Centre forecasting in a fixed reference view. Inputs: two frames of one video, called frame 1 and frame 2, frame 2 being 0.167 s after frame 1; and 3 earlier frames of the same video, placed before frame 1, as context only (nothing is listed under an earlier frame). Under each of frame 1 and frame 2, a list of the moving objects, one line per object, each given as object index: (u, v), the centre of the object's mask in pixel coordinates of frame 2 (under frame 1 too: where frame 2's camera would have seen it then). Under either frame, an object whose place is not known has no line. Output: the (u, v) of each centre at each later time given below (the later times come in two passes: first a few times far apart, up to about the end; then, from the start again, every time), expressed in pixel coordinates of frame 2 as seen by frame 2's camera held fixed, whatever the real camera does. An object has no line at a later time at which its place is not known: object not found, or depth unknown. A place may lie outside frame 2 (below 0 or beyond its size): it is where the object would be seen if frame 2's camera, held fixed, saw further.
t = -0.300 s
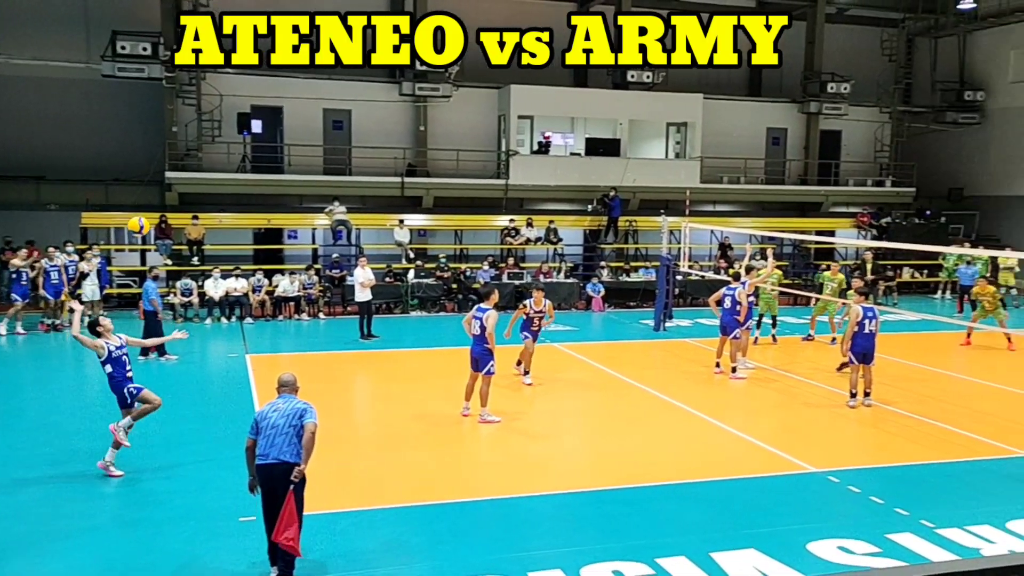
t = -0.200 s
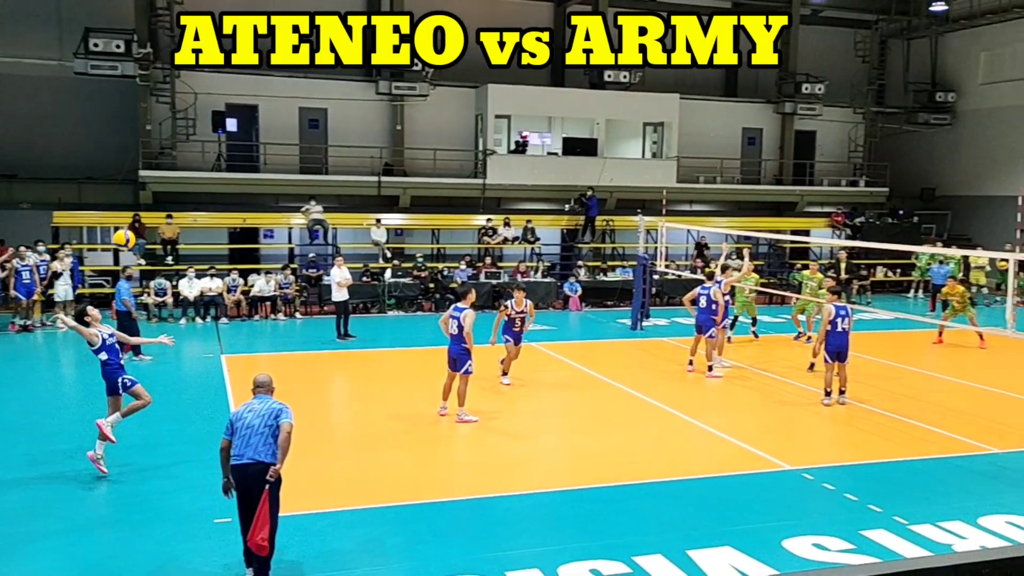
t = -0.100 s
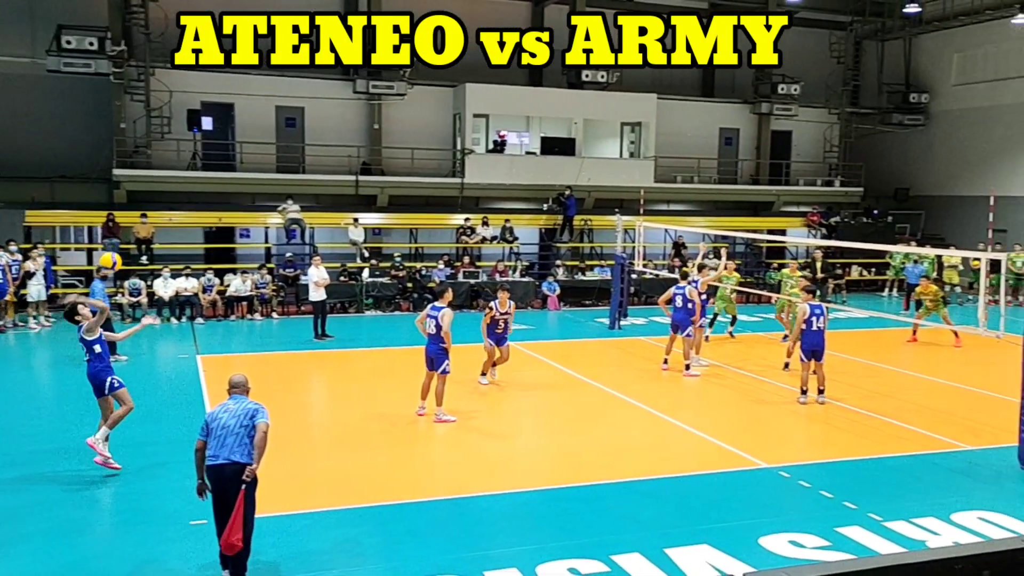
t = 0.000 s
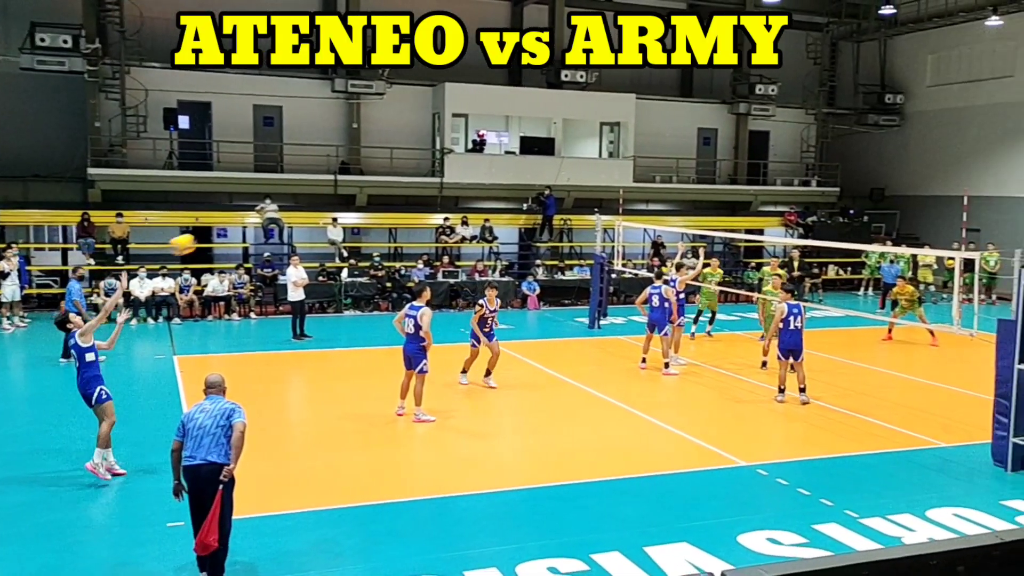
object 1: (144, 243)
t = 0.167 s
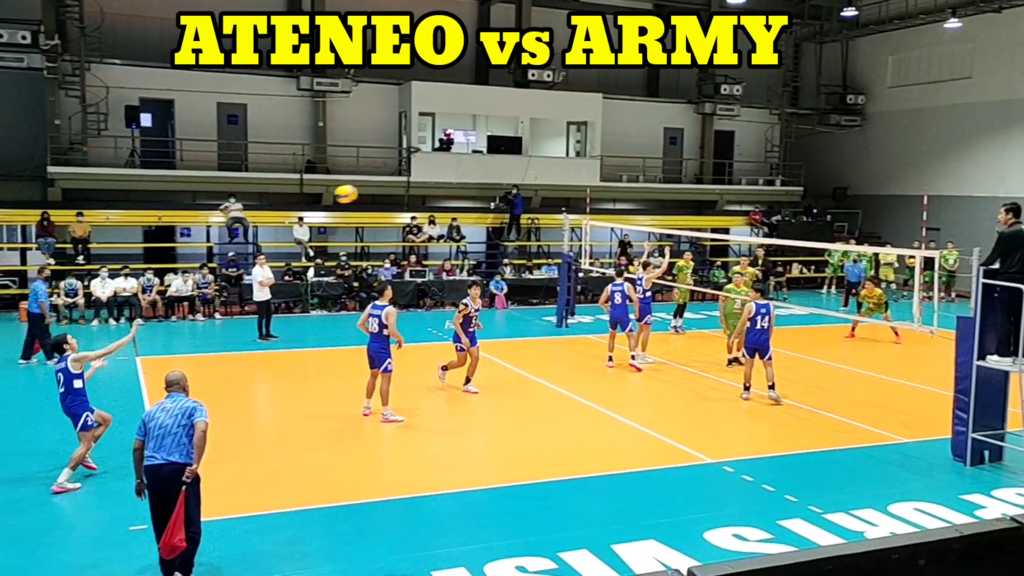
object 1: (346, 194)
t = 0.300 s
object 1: (468, 175)
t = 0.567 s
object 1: (647, 174)
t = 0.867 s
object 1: (793, 215)
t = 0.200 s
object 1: (379, 188)
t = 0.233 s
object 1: (410, 183)
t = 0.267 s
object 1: (440, 179)
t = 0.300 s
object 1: (468, 175)
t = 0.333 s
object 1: (494, 173)
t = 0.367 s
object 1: (519, 171)
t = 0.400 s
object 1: (543, 170)
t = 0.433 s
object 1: (566, 169)
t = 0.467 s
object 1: (588, 170)
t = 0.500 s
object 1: (608, 171)
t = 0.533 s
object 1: (628, 172)
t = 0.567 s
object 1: (647, 174)
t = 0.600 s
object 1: (666, 177)
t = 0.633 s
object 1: (684, 179)
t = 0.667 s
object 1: (701, 183)
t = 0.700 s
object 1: (718, 187)
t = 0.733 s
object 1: (734, 192)
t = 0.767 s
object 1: (750, 197)
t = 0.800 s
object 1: (765, 202)
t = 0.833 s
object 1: (780, 208)
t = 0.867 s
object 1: (793, 215)
